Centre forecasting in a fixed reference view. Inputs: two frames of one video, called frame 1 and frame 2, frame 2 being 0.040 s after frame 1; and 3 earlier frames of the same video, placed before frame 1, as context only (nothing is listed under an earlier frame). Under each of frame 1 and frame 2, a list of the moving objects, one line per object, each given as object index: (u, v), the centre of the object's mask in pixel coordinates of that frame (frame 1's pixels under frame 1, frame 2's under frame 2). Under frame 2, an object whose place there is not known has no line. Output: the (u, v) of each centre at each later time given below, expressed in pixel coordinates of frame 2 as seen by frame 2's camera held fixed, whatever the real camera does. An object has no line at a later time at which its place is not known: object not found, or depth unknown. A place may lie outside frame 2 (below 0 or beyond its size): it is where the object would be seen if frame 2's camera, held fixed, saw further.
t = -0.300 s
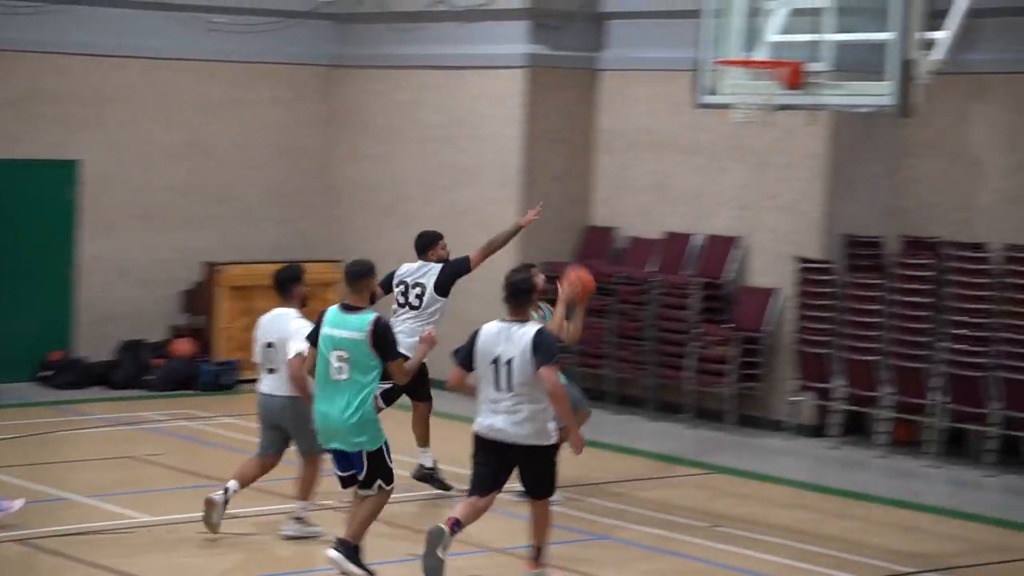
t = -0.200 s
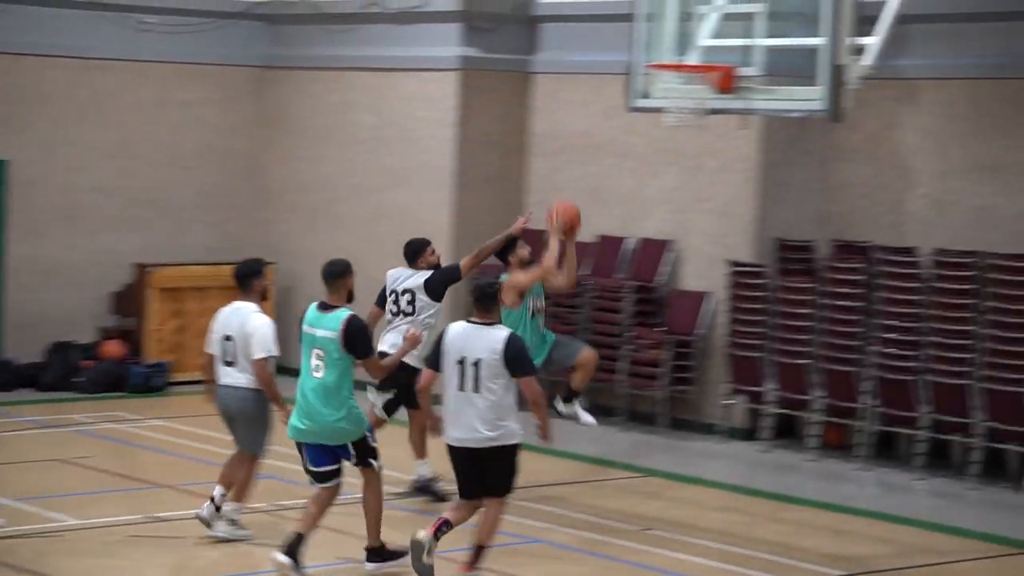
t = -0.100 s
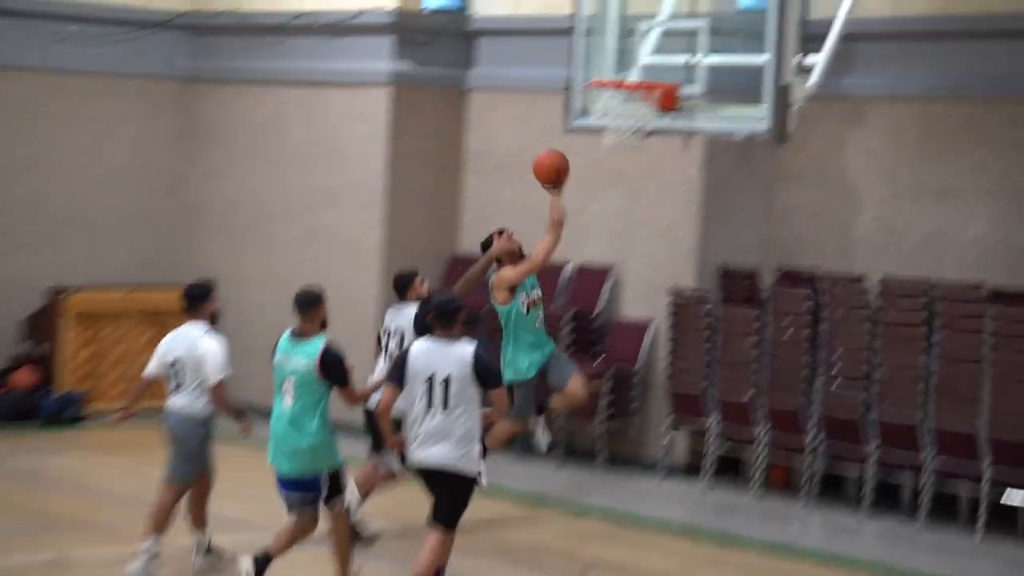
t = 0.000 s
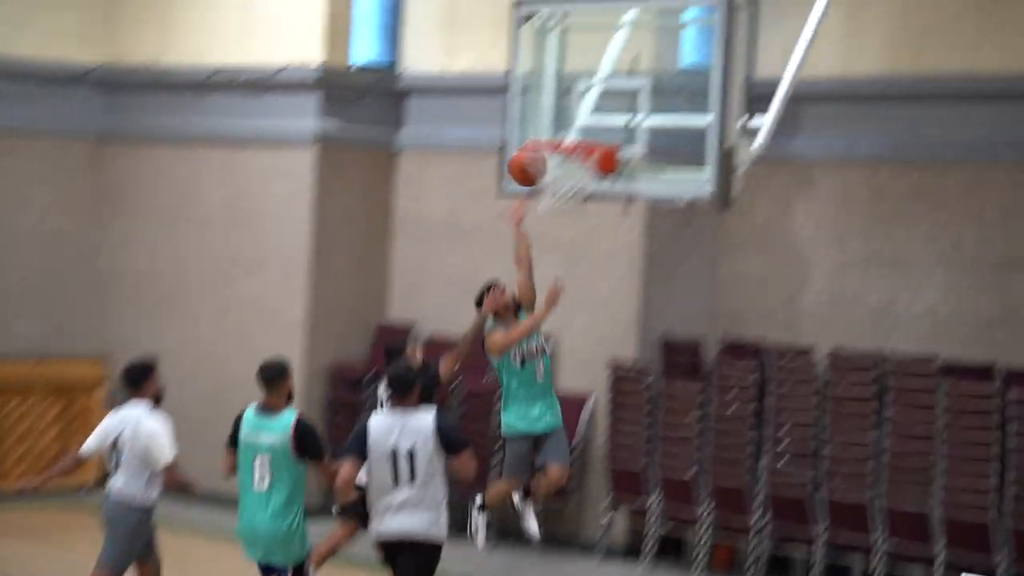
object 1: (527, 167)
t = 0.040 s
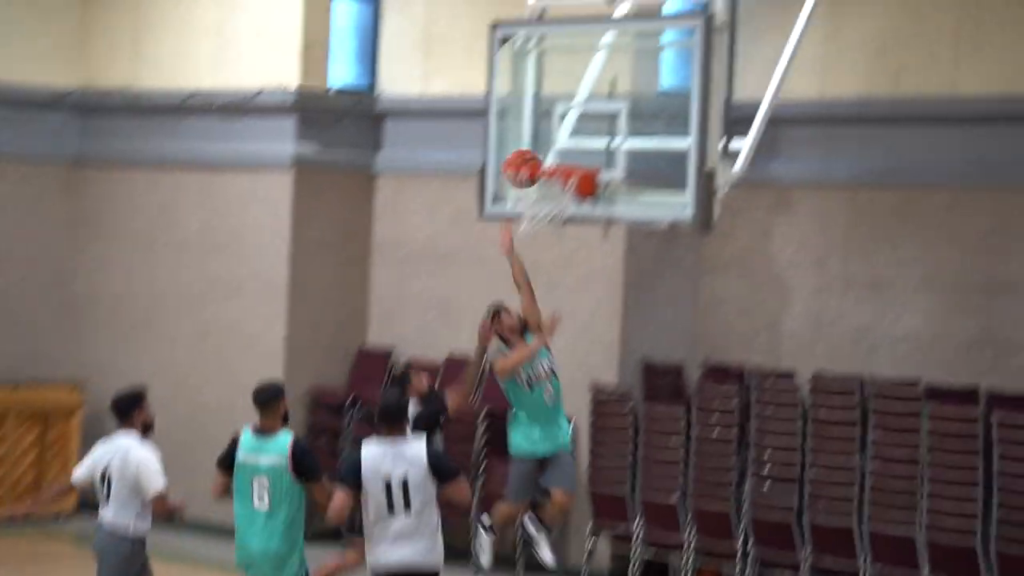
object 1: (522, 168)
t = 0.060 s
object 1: (524, 161)
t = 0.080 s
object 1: (525, 154)
